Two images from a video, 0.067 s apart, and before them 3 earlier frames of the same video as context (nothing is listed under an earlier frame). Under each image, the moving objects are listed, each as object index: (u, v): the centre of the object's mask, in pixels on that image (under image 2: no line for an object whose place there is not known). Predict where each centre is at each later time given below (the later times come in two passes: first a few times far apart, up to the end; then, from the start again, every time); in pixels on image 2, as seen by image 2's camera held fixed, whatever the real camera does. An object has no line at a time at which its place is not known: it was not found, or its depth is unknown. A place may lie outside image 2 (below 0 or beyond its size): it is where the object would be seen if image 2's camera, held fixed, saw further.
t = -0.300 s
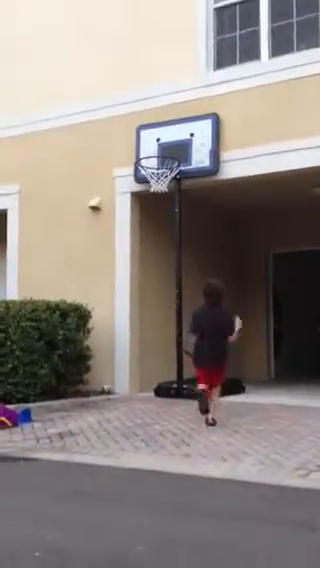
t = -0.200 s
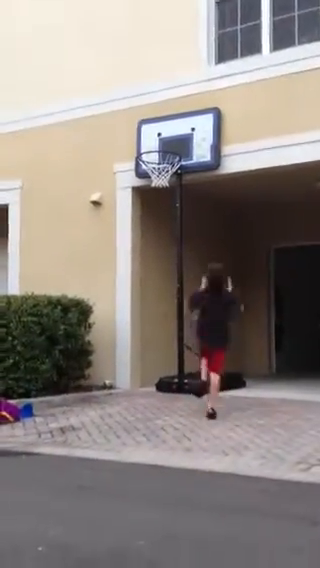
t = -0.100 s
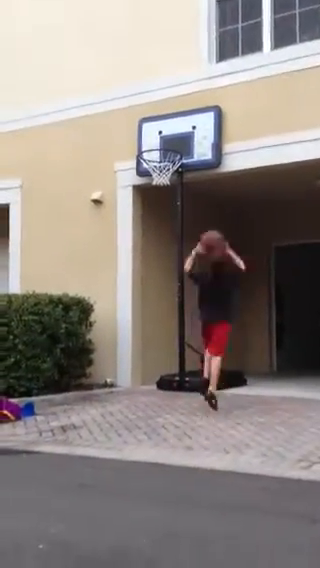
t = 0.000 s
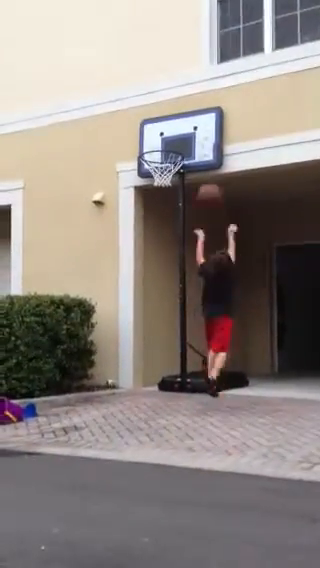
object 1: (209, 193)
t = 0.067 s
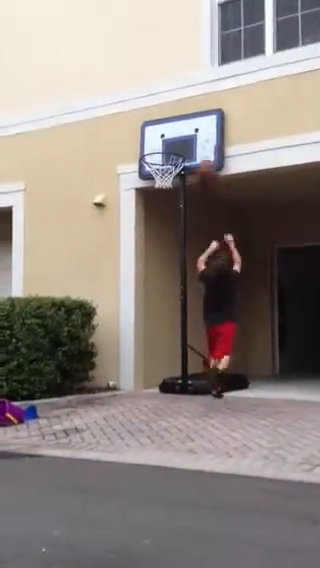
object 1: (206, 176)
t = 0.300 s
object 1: (196, 119)
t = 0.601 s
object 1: (183, 124)
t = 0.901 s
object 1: (160, 156)
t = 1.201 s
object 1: (169, 177)
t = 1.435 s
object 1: (168, 226)
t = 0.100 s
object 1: (206, 162)
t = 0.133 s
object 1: (203, 150)
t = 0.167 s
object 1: (202, 142)
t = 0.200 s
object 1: (201, 134)
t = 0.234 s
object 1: (199, 127)
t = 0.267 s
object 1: (198, 123)
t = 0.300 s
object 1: (196, 119)
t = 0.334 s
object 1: (195, 116)
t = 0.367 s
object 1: (194, 113)
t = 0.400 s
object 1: (192, 113)
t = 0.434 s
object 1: (191, 112)
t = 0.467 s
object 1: (190, 113)
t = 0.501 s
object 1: (189, 115)
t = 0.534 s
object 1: (187, 118)
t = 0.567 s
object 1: (186, 120)
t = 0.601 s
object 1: (183, 124)
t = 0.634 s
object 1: (181, 127)
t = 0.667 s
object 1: (178, 132)
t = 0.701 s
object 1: (177, 139)
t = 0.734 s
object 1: (177, 144)
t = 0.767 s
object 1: (168, 147)
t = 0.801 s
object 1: (163, 154)
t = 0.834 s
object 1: (161, 155)
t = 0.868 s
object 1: (160, 155)
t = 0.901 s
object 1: (160, 156)
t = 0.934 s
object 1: (158, 160)
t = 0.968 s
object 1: (161, 164)
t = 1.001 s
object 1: (164, 170)
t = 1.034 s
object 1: (166, 175)
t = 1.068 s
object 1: (169, 176)
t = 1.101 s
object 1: (170, 176)
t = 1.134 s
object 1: (170, 176)
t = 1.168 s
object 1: (170, 175)
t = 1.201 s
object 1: (169, 177)
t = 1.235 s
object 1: (167, 178)
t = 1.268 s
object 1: (171, 191)
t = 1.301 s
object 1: (170, 195)
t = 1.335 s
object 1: (169, 201)
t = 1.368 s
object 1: (169, 209)
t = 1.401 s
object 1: (168, 217)
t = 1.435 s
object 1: (168, 226)
